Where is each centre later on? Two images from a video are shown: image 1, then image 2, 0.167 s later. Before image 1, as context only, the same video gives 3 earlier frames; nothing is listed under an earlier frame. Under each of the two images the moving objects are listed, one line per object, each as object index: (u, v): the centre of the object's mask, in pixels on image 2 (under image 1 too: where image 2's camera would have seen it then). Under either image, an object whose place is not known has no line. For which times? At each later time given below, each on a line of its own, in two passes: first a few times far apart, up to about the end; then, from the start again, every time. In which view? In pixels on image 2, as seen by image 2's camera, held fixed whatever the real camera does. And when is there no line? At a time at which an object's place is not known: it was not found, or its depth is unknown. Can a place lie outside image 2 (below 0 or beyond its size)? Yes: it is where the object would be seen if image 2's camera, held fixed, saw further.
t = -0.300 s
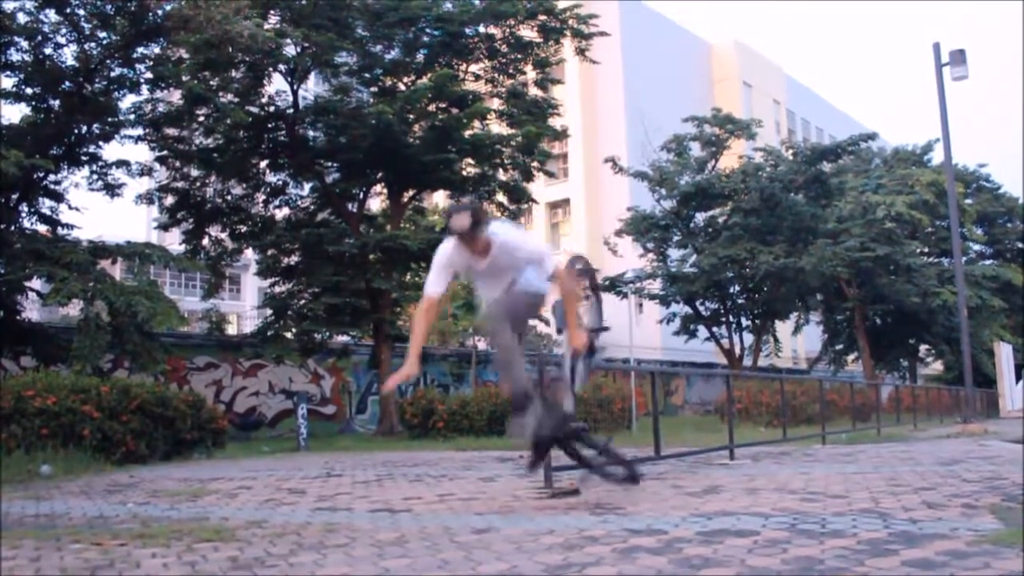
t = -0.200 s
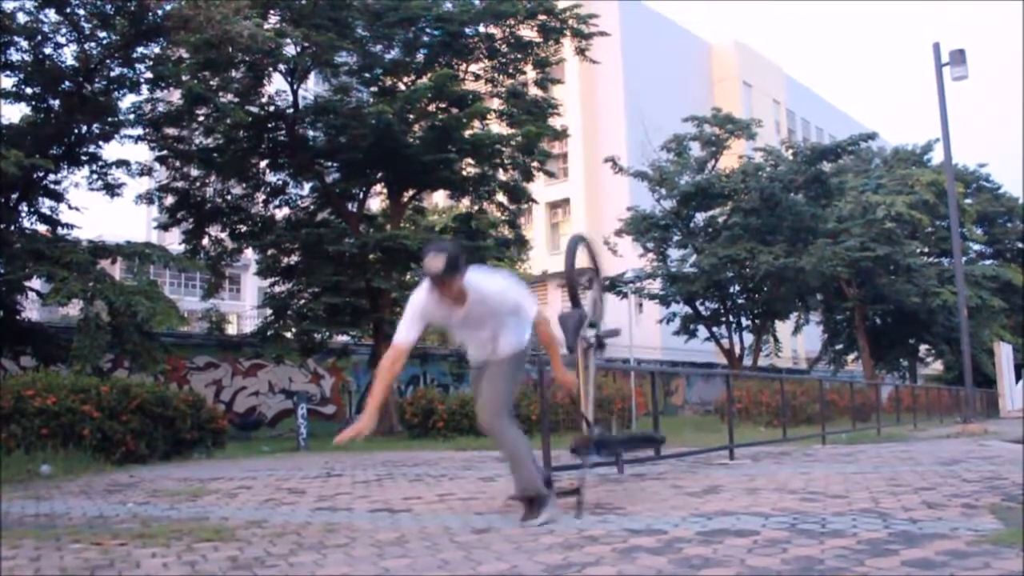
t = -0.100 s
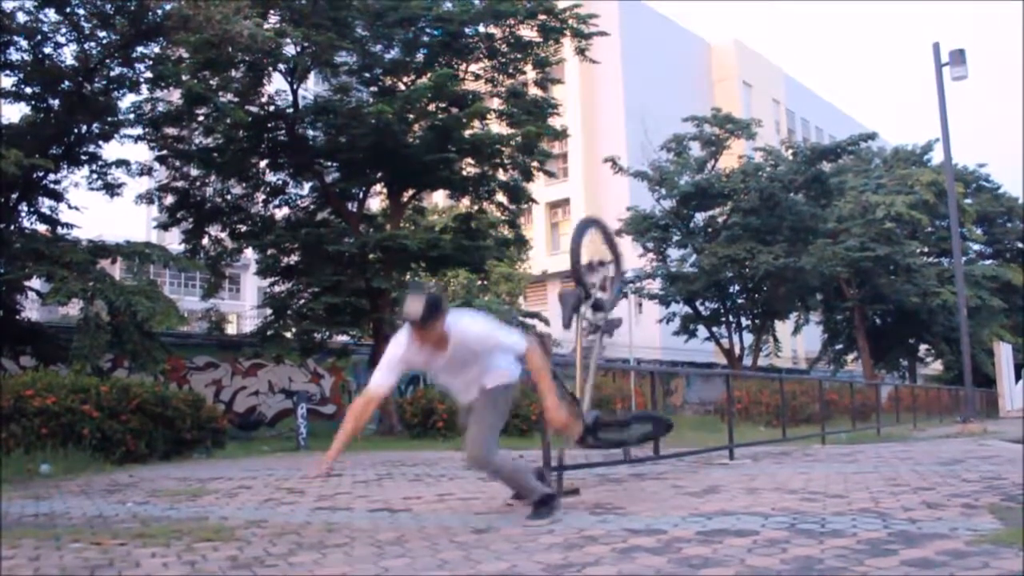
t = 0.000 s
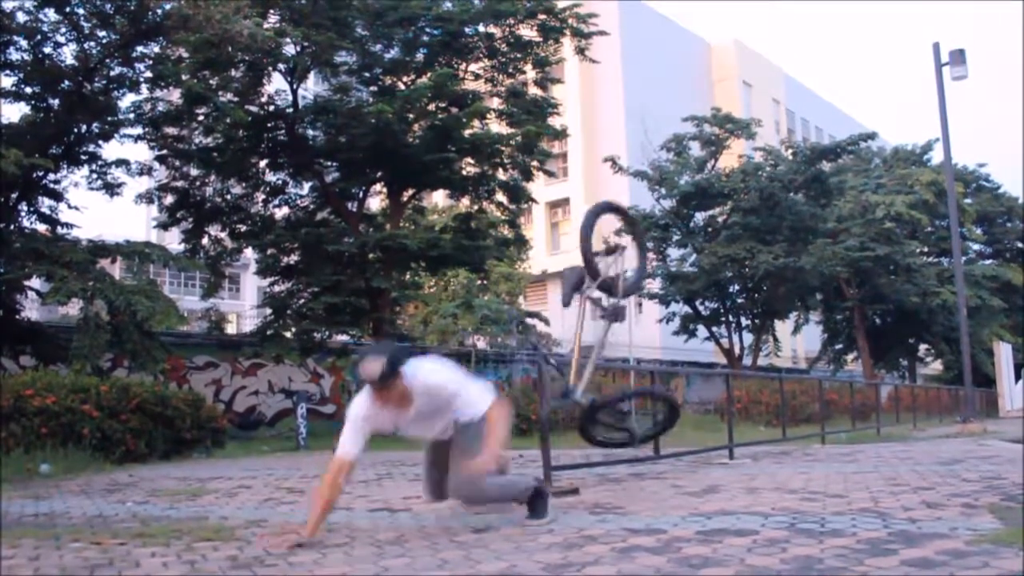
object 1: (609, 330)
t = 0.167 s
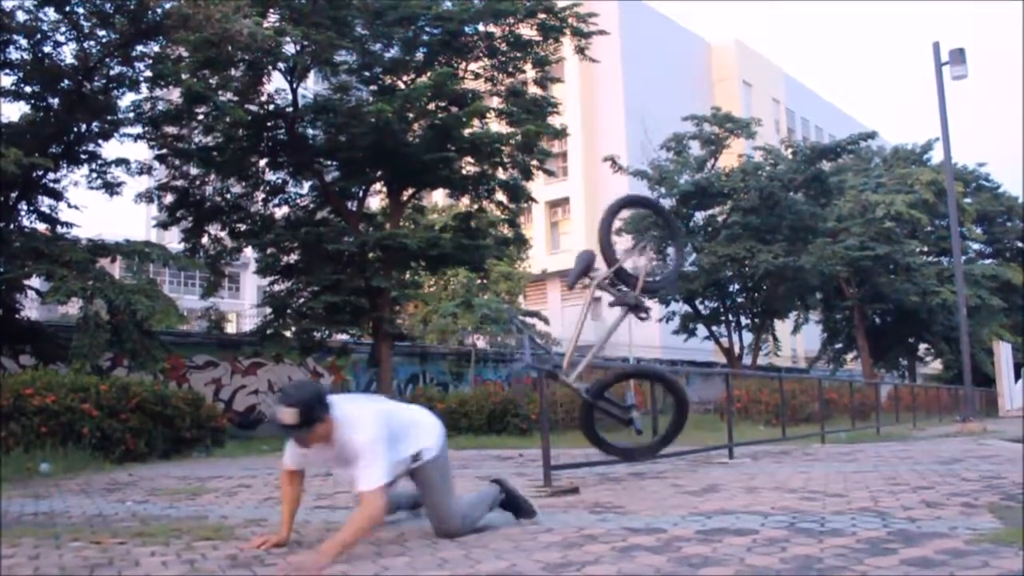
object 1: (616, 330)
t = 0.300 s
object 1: (628, 336)
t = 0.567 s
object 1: (650, 385)
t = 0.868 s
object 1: (706, 393)
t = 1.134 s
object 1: (705, 446)
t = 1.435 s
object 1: (677, 468)
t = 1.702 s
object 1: (638, 475)
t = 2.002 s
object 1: (622, 476)
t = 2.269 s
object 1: (622, 476)
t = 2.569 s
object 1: (621, 476)
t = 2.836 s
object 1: (621, 476)
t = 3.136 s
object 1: (621, 476)
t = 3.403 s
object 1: (621, 476)
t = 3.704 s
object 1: (621, 476)
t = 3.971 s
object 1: (622, 476)
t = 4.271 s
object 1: (622, 476)
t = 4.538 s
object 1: (625, 483)
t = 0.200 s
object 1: (618, 330)
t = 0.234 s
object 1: (621, 330)
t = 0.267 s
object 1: (623, 335)
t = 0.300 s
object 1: (628, 336)
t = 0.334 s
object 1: (629, 341)
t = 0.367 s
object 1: (630, 344)
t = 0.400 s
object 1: (638, 347)
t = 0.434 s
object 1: (638, 358)
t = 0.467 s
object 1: (638, 366)
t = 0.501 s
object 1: (646, 372)
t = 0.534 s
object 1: (648, 382)
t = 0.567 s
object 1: (650, 385)
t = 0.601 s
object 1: (667, 375)
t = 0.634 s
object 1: (676, 361)
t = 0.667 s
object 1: (684, 358)
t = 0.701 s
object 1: (679, 368)
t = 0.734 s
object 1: (664, 387)
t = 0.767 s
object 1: (670, 384)
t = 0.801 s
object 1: (684, 372)
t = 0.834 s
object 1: (702, 385)
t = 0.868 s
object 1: (706, 393)
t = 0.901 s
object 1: (706, 403)
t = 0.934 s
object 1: (709, 417)
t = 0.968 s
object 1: (724, 434)
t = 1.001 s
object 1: (721, 430)
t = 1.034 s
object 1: (718, 432)
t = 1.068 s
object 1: (712, 439)
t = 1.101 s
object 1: (713, 444)
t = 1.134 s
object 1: (705, 446)
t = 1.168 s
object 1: (702, 454)
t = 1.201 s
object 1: (699, 459)
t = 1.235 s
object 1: (695, 457)
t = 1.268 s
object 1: (692, 454)
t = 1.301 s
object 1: (690, 463)
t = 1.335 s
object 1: (689, 463)
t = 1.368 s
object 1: (685, 464)
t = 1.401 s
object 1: (680, 466)
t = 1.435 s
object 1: (677, 468)
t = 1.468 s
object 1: (673, 472)
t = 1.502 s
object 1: (671, 474)
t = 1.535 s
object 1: (668, 474)
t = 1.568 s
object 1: (662, 476)
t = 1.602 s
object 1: (660, 476)
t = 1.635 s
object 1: (644, 476)
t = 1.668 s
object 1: (642, 475)
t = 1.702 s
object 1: (638, 475)
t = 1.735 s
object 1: (637, 474)
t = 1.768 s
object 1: (631, 476)
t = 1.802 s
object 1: (631, 475)
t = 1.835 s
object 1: (627, 476)
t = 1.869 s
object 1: (625, 475)
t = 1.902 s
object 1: (623, 475)
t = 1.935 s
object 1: (623, 475)
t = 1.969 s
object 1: (622, 476)
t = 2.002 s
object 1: (622, 476)
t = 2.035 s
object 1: (622, 476)
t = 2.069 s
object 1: (622, 476)
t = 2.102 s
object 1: (622, 476)
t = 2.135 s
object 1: (622, 476)
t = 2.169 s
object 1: (622, 476)
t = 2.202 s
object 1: (622, 476)
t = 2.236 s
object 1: (622, 476)
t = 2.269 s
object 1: (622, 476)
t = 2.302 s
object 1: (622, 475)
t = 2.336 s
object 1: (622, 476)
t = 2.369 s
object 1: (622, 475)
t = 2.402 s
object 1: (622, 475)
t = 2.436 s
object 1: (623, 475)
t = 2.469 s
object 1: (622, 475)
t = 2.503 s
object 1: (621, 476)
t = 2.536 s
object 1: (622, 475)
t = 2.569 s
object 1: (621, 476)
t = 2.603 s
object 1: (621, 476)
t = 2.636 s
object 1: (621, 476)
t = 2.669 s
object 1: (621, 476)
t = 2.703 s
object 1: (621, 476)
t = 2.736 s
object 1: (621, 476)
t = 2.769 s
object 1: (621, 475)
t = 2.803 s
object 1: (621, 476)
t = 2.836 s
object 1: (621, 476)
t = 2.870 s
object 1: (621, 476)
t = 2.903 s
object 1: (621, 476)
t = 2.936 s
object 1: (621, 476)
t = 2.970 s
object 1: (621, 476)
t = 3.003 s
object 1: (621, 476)
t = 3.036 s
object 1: (621, 476)
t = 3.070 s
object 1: (621, 476)
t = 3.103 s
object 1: (621, 476)
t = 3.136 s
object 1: (621, 476)
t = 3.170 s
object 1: (621, 476)
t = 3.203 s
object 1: (621, 476)
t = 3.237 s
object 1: (621, 476)
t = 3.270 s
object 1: (621, 476)
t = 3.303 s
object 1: (621, 476)
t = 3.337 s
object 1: (621, 476)
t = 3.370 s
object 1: (621, 476)
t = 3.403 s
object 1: (621, 476)
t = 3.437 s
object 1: (620, 476)
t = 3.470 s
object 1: (621, 476)
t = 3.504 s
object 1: (621, 476)
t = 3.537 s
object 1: (621, 476)
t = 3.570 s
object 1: (621, 476)
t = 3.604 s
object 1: (621, 476)
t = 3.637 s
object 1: (621, 476)
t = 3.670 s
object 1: (621, 476)
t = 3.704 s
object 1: (621, 476)
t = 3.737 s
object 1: (621, 476)
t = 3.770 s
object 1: (621, 475)
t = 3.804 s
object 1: (622, 476)
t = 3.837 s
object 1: (621, 476)
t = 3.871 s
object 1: (621, 476)
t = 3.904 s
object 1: (621, 476)
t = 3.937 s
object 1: (622, 476)
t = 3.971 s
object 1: (622, 476)
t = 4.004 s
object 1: (622, 476)
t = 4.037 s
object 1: (622, 476)
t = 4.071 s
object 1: (622, 476)
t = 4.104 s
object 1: (622, 476)
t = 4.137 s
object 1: (622, 476)
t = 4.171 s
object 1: (622, 476)
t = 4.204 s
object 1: (622, 476)
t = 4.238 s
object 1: (622, 476)
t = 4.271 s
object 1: (622, 476)
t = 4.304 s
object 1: (623, 476)
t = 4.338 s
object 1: (629, 475)
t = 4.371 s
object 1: (623, 479)
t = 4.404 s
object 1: (623, 480)
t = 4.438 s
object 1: (624, 481)
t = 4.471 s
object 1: (625, 482)
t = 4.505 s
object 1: (625, 483)
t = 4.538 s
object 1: (625, 483)
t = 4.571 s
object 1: (625, 483)
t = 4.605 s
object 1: (625, 484)
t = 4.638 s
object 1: (626, 484)
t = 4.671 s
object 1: (627, 483)
